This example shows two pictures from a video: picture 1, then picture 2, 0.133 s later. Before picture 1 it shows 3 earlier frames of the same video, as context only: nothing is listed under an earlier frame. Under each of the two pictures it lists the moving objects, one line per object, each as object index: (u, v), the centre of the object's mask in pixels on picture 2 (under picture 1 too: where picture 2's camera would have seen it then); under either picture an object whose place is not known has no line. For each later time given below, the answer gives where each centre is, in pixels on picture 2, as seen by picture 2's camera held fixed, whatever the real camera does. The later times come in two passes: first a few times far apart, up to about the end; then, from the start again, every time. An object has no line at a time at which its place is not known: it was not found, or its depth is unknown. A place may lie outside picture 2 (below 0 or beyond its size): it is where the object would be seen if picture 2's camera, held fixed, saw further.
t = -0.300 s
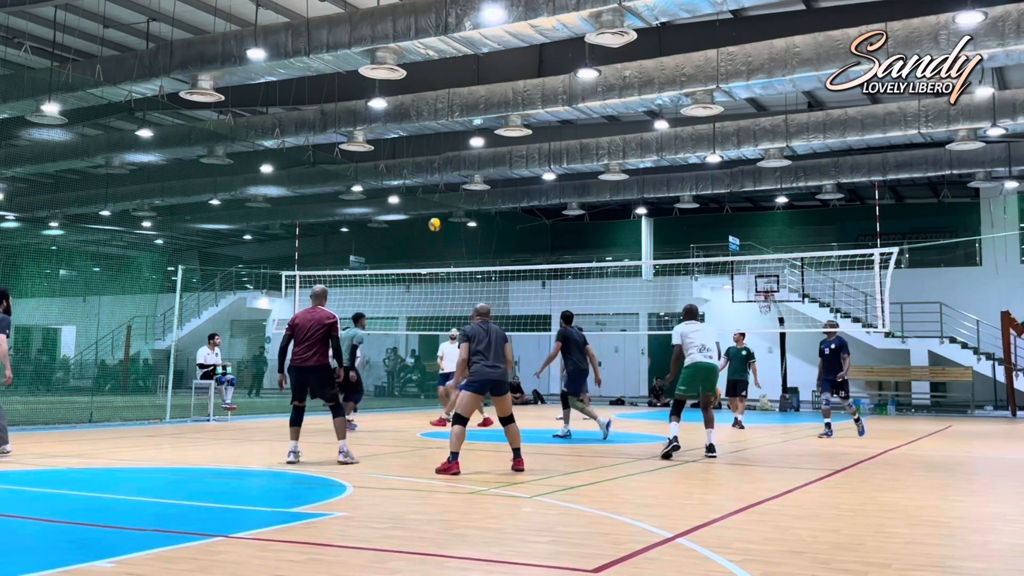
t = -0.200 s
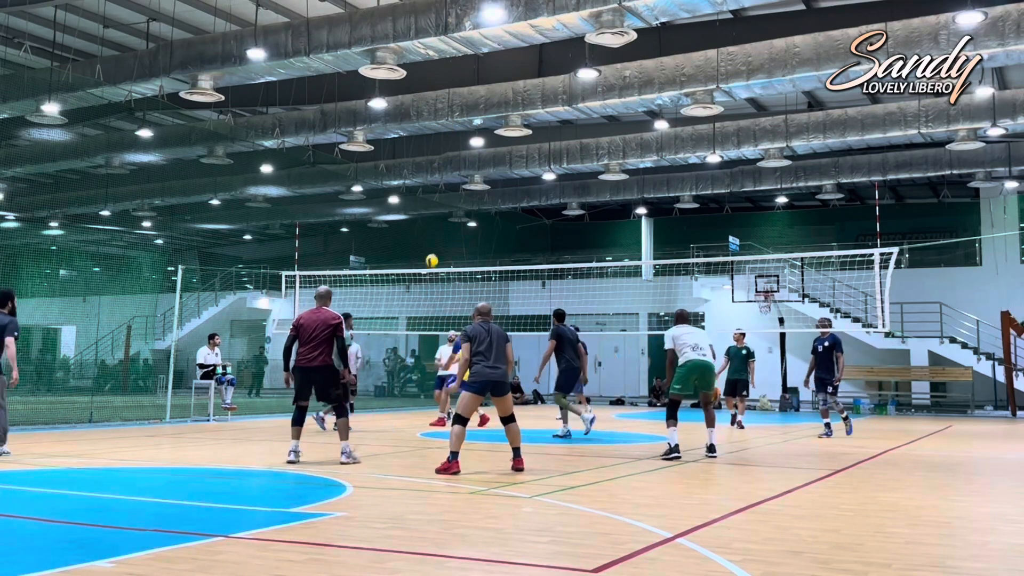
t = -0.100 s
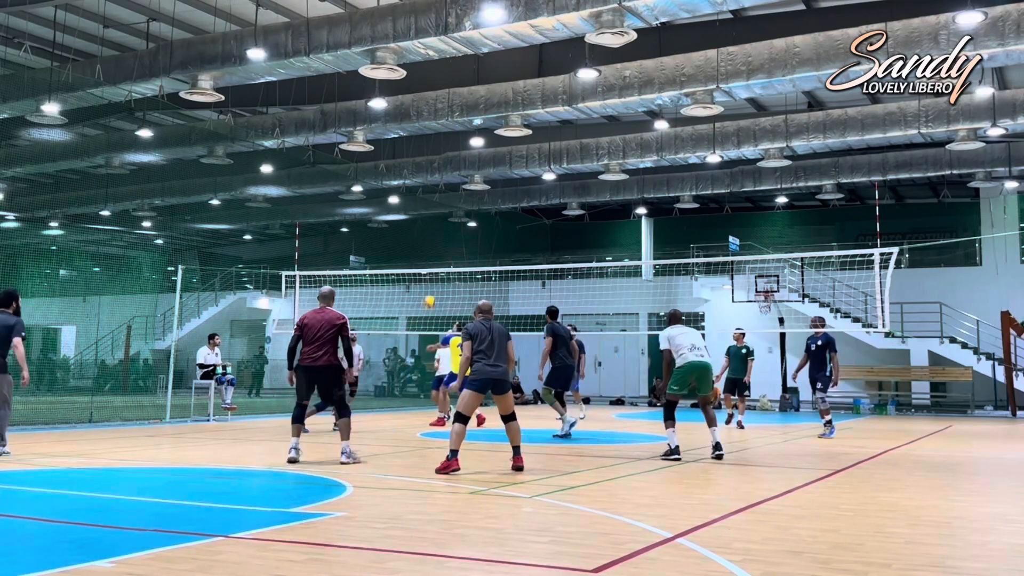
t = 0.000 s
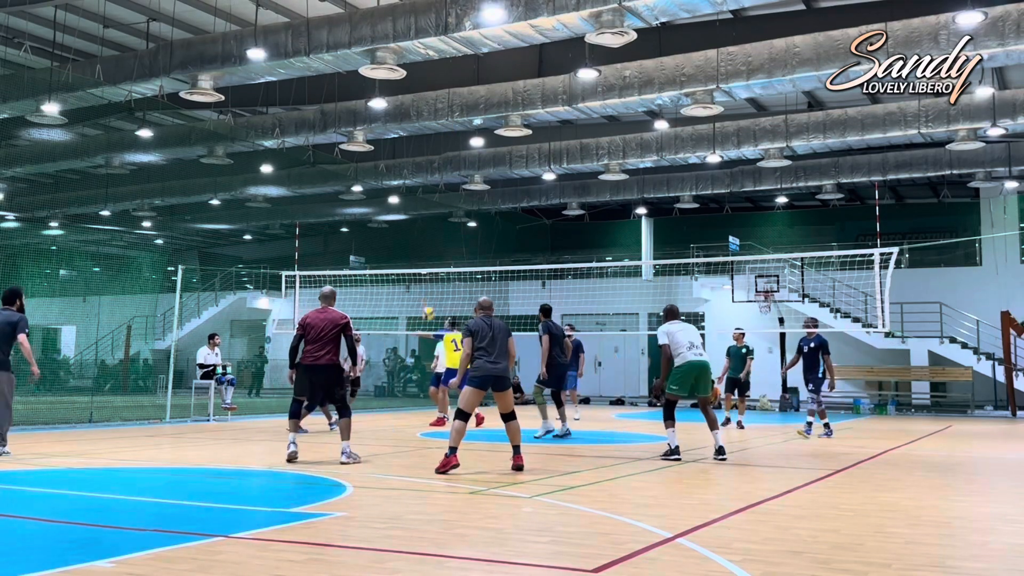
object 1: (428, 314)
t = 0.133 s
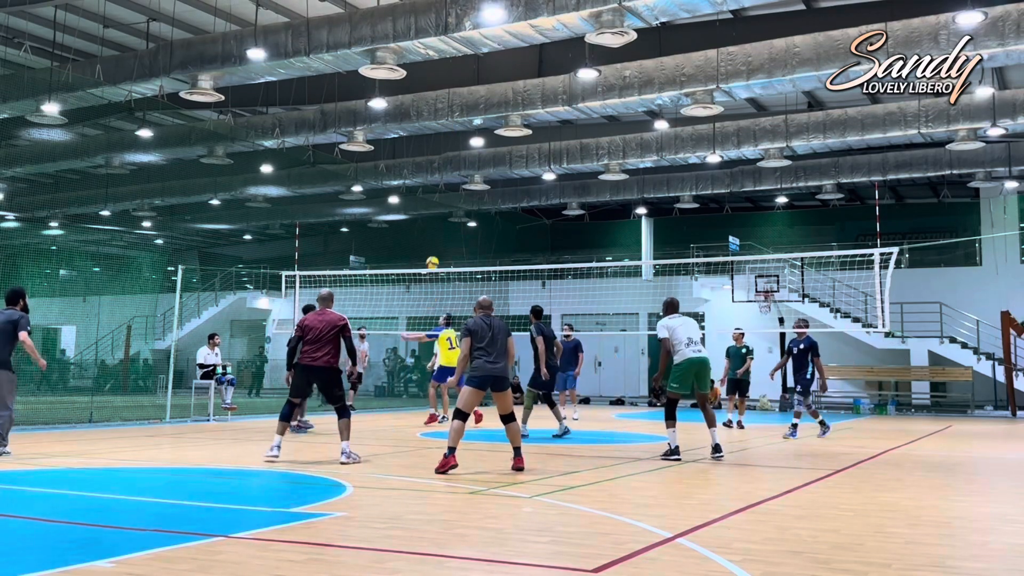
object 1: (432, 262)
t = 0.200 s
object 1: (434, 242)
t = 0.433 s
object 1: (442, 187)
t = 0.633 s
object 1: (448, 163)
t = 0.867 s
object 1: (454, 166)
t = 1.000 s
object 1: (458, 182)
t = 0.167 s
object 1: (433, 252)
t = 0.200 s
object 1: (434, 242)
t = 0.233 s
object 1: (435, 232)
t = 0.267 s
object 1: (436, 223)
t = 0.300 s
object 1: (438, 214)
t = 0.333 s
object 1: (439, 206)
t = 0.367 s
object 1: (440, 199)
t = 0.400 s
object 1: (441, 193)
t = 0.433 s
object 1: (442, 187)
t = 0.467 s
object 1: (443, 181)
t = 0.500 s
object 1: (444, 176)
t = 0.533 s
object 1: (445, 172)
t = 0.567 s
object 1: (445, 169)
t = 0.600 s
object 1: (447, 166)
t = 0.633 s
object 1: (448, 163)
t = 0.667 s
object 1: (449, 162)
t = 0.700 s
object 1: (450, 161)
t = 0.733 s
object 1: (450, 160)
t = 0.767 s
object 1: (451, 161)
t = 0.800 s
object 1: (452, 162)
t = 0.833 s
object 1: (453, 163)
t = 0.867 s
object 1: (454, 166)
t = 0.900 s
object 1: (455, 169)
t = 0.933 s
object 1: (456, 172)
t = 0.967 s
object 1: (457, 177)
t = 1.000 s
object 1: (458, 182)
